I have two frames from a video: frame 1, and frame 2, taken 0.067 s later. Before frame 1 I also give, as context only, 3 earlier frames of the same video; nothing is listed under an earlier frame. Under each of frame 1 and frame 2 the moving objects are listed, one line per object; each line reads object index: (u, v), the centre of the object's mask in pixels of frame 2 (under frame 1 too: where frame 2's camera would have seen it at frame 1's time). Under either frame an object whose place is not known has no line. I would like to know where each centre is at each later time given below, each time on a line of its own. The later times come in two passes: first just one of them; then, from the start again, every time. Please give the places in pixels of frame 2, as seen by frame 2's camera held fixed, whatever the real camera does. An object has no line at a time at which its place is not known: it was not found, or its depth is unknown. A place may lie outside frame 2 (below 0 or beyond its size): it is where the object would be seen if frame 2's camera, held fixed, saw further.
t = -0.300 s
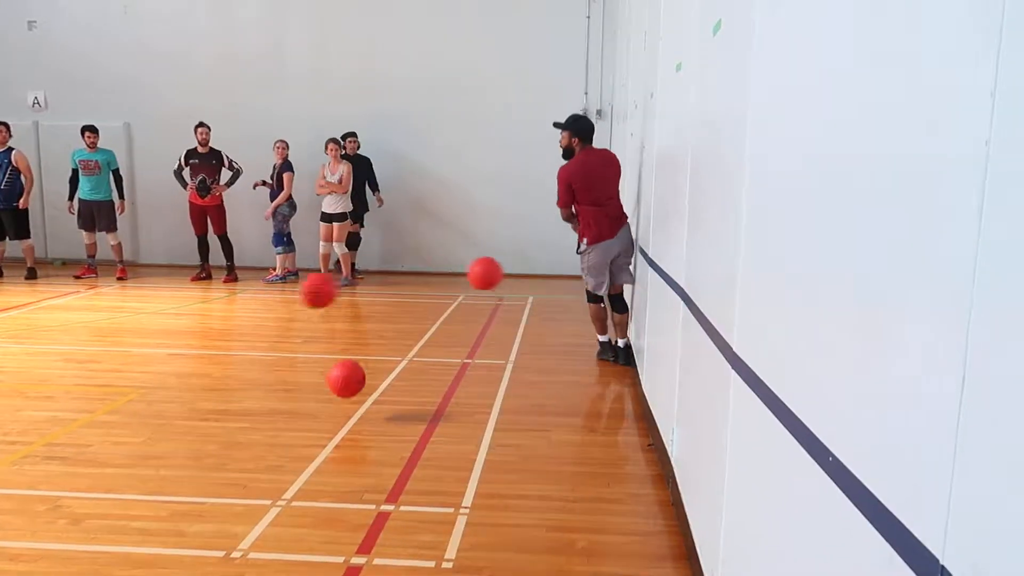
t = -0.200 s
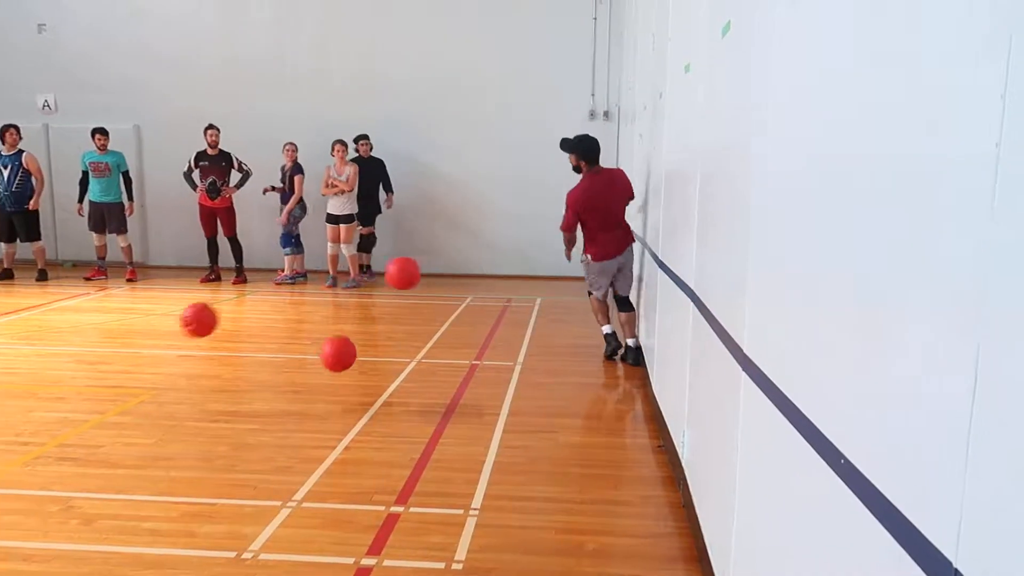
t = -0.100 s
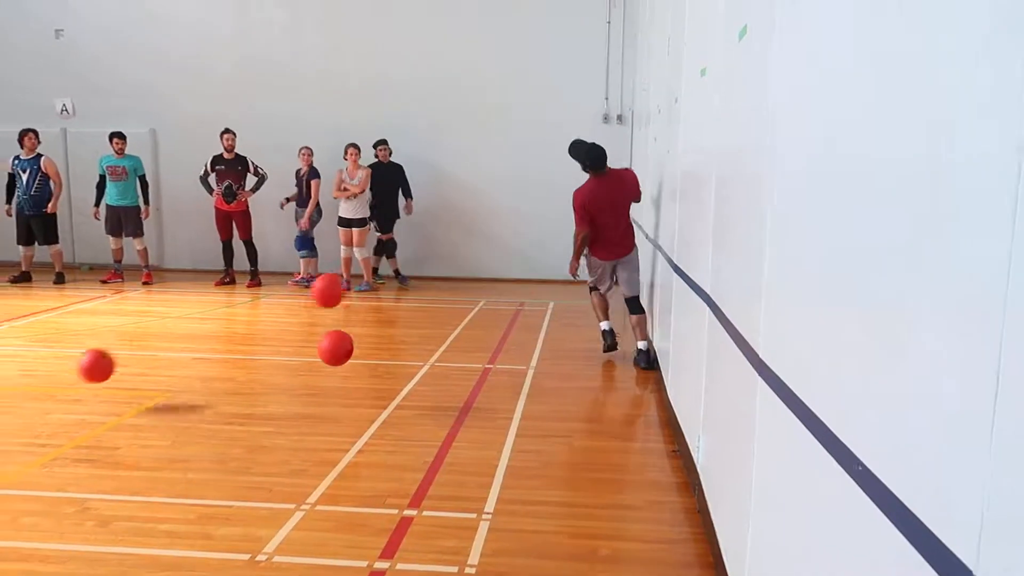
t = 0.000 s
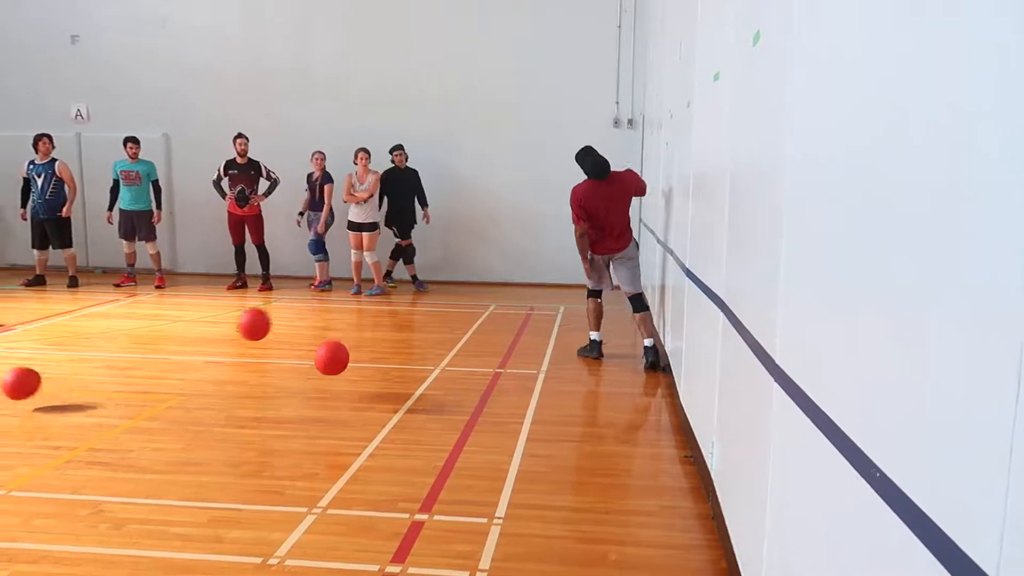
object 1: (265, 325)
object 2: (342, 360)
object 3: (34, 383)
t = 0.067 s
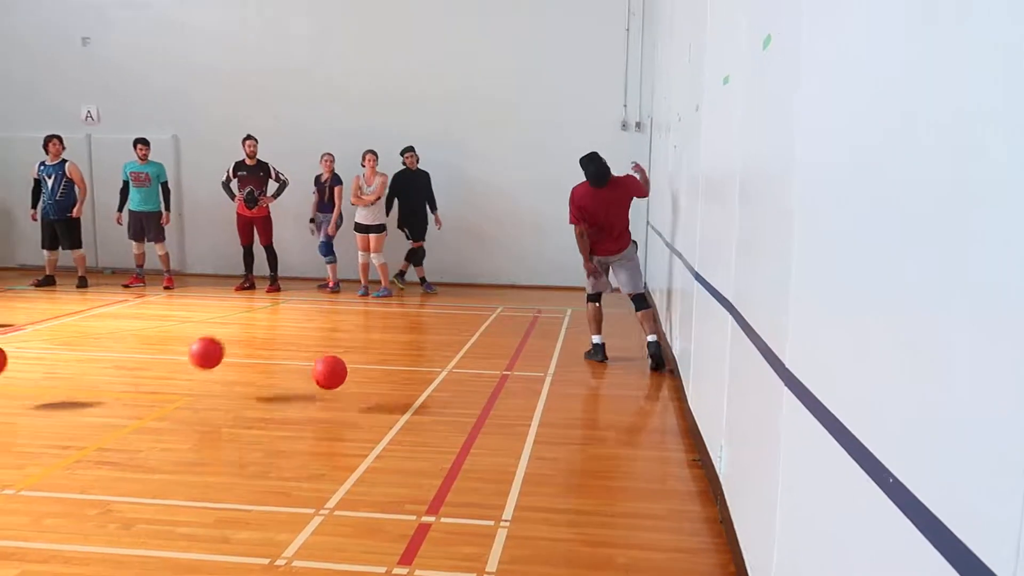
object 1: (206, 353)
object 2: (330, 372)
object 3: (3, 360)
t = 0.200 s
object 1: (121, 362)
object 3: (-21, 315)
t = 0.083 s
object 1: (193, 361)
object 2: (327, 377)
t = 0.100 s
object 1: (178, 369)
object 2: (323, 381)
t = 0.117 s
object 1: (164, 377)
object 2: (320, 386)
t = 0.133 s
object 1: (151, 385)
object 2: (317, 391)
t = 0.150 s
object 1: (143, 381)
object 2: (312, 390)
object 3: (-14, 315)
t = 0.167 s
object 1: (136, 374)
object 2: (308, 386)
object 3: (-16, 315)
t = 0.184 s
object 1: (128, 367)
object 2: (304, 382)
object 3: (-19, 315)
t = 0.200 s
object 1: (121, 362)
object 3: (-21, 315)
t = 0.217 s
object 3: (-25, 314)
